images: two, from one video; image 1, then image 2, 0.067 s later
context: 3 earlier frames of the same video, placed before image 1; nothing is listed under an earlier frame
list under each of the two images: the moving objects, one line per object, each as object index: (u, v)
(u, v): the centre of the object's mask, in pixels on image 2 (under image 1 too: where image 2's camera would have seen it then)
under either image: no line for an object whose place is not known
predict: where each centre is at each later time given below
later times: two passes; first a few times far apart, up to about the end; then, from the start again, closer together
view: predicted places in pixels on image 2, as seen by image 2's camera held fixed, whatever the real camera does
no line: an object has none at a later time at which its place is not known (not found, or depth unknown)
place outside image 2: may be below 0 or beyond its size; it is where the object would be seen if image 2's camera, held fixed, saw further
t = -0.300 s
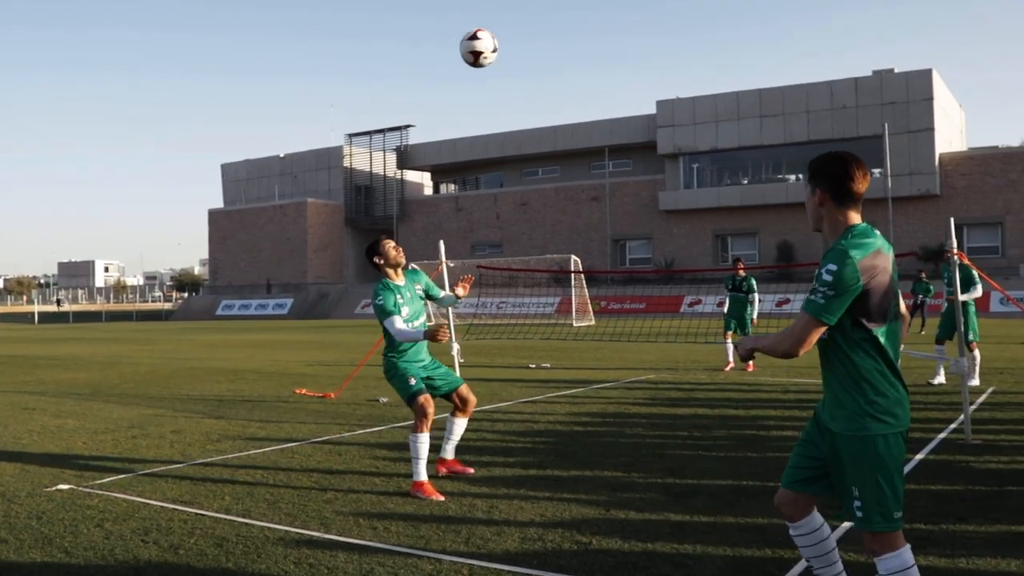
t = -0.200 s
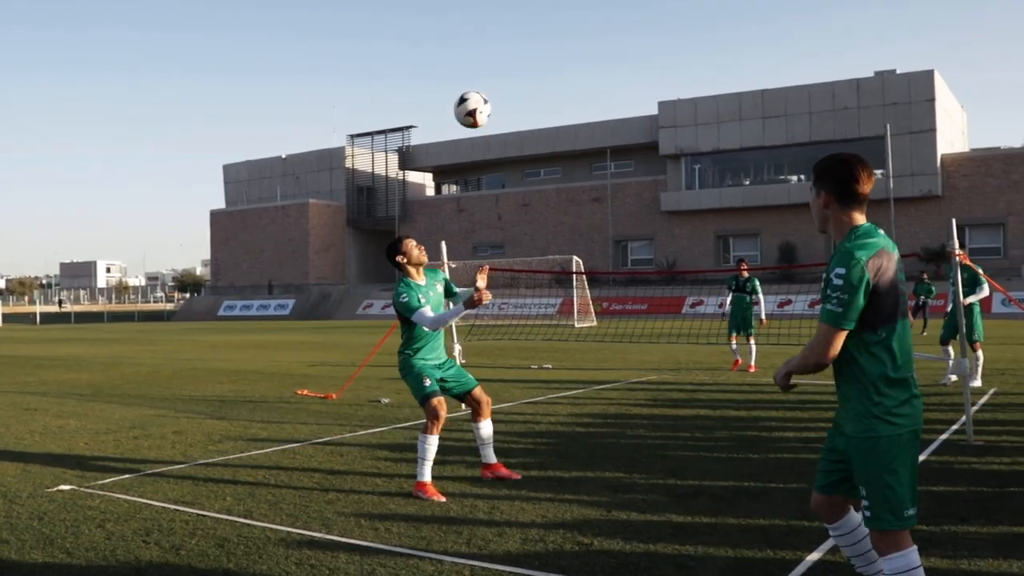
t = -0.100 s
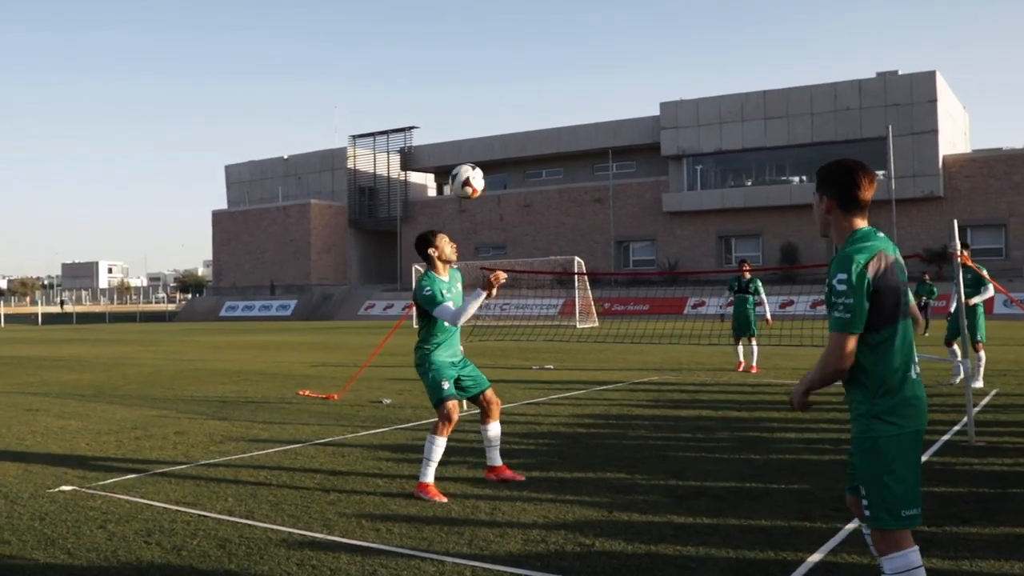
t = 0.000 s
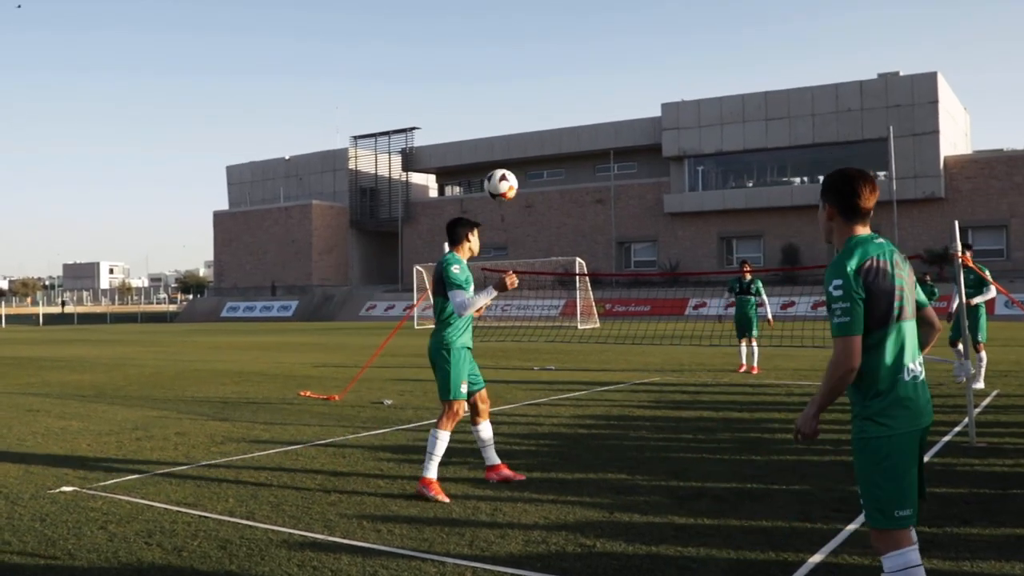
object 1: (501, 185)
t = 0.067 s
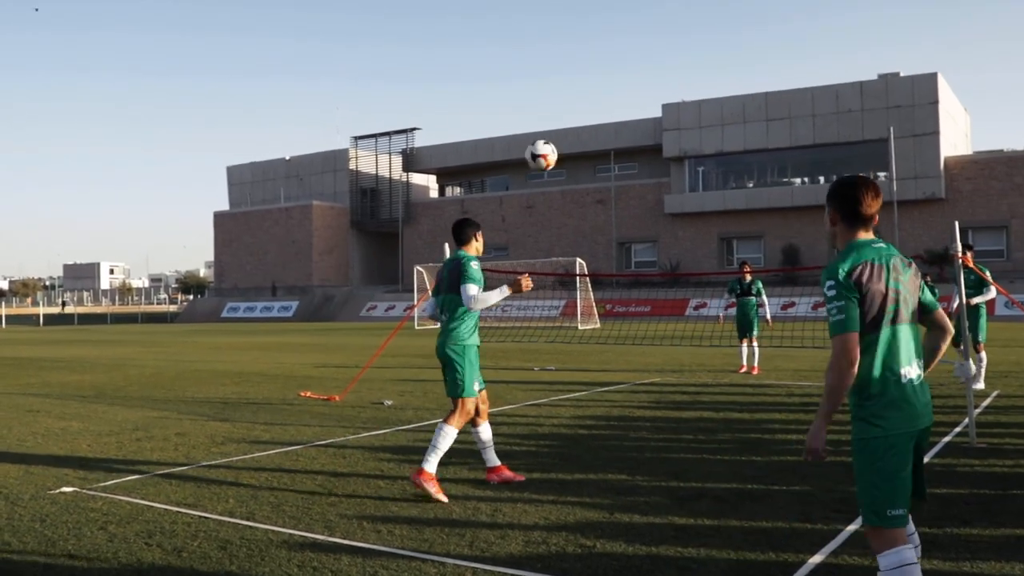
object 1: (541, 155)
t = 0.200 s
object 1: (611, 120)
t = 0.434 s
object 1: (709, 117)
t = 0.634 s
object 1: (774, 159)
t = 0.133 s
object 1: (577, 134)
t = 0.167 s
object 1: (595, 126)
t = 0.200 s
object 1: (611, 120)
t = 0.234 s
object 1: (626, 115)
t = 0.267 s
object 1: (641, 112)
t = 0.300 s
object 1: (655, 111)
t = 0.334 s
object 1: (669, 110)
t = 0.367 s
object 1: (683, 112)
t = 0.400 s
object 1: (695, 113)
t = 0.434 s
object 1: (709, 117)
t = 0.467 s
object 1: (720, 122)
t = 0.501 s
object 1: (732, 127)
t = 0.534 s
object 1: (743, 134)
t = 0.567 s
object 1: (754, 141)
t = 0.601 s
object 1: (764, 150)
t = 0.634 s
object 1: (774, 159)
